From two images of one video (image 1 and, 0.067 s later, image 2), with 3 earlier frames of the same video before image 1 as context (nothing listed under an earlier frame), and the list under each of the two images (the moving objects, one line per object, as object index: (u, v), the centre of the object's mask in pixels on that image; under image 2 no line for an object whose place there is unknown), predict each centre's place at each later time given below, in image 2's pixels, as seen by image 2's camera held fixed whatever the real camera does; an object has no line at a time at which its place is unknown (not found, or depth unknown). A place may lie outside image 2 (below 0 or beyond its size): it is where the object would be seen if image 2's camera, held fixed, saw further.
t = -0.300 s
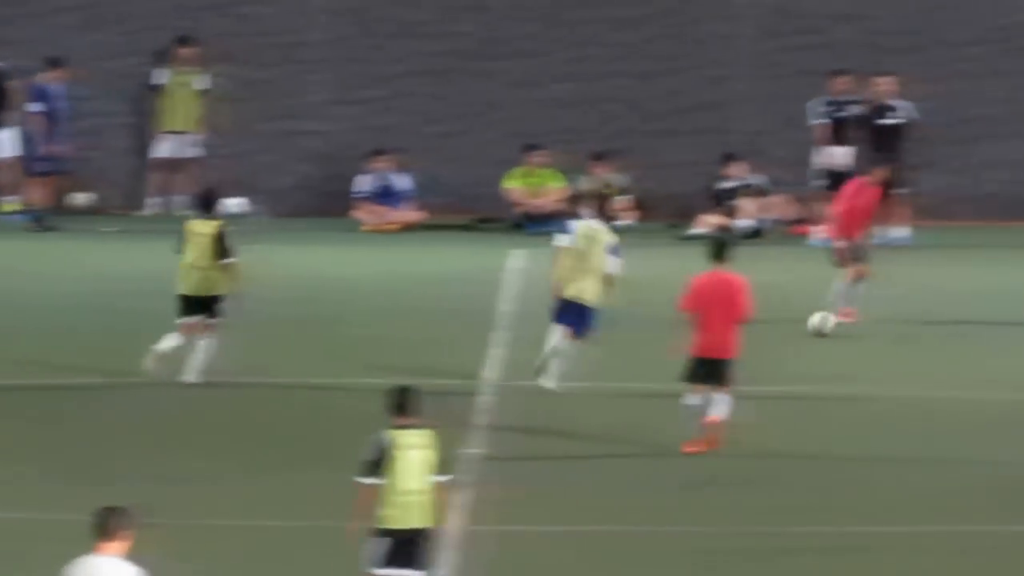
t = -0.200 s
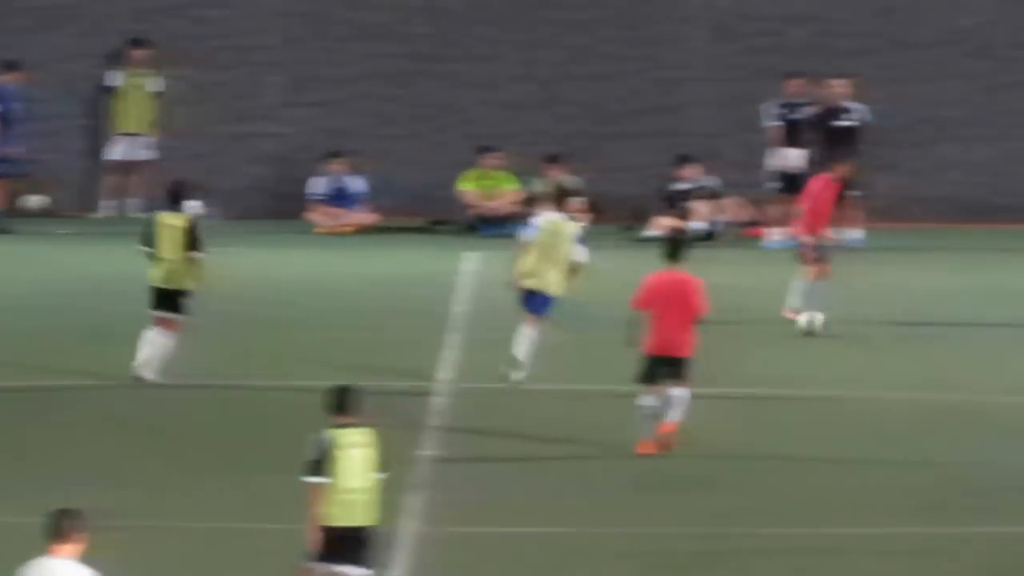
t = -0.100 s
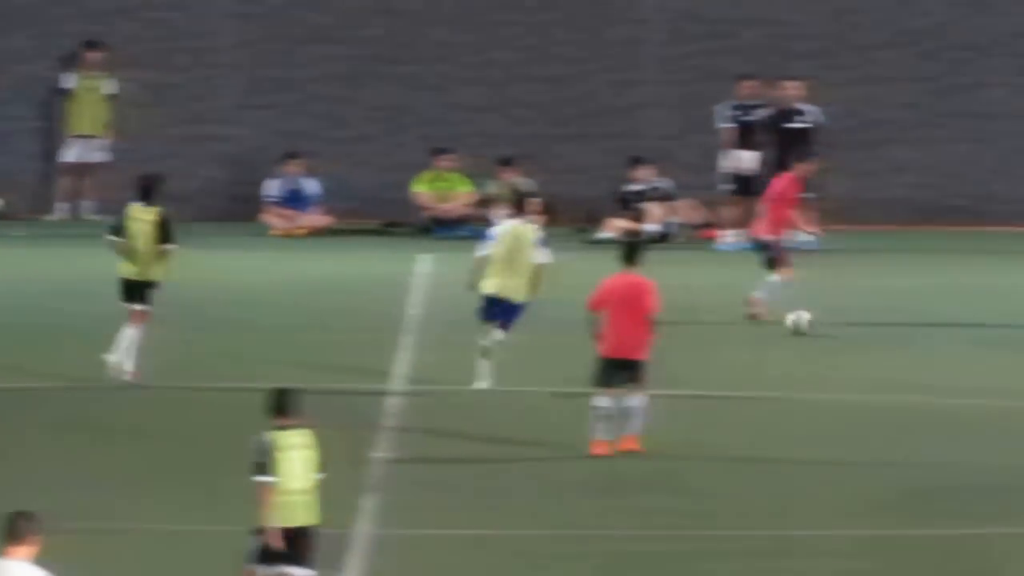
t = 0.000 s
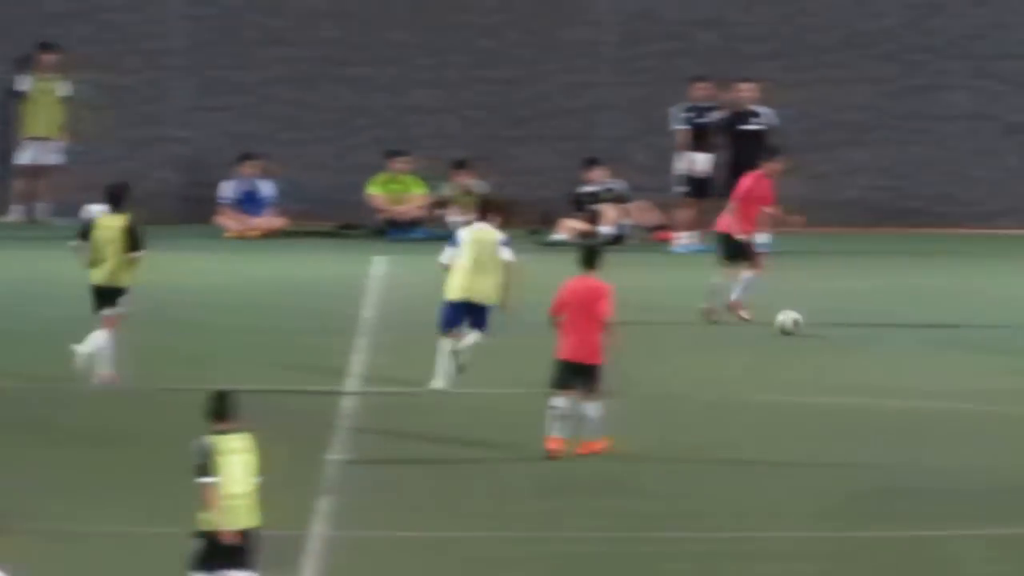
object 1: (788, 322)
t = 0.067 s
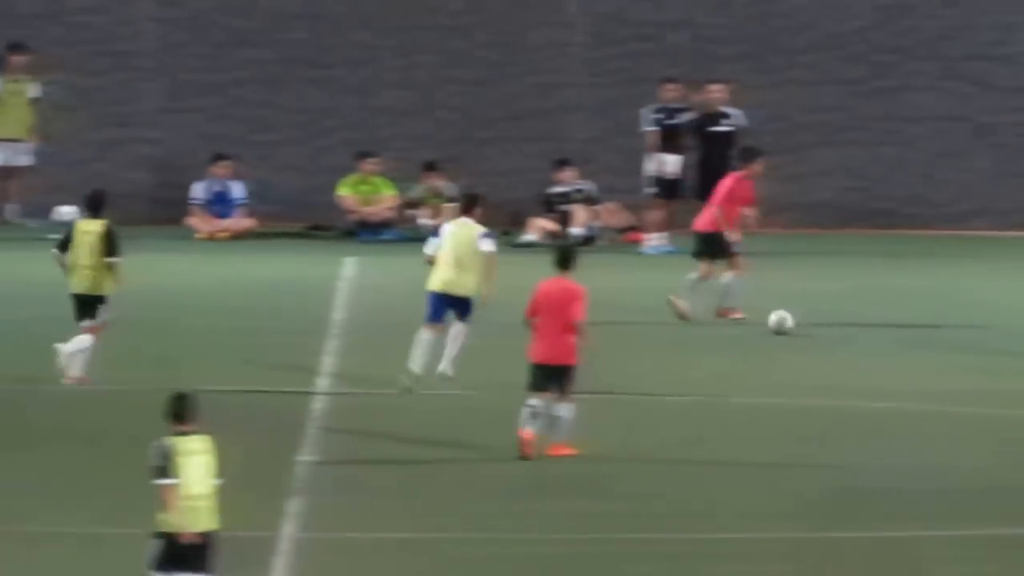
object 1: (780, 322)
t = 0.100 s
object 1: (791, 321)
